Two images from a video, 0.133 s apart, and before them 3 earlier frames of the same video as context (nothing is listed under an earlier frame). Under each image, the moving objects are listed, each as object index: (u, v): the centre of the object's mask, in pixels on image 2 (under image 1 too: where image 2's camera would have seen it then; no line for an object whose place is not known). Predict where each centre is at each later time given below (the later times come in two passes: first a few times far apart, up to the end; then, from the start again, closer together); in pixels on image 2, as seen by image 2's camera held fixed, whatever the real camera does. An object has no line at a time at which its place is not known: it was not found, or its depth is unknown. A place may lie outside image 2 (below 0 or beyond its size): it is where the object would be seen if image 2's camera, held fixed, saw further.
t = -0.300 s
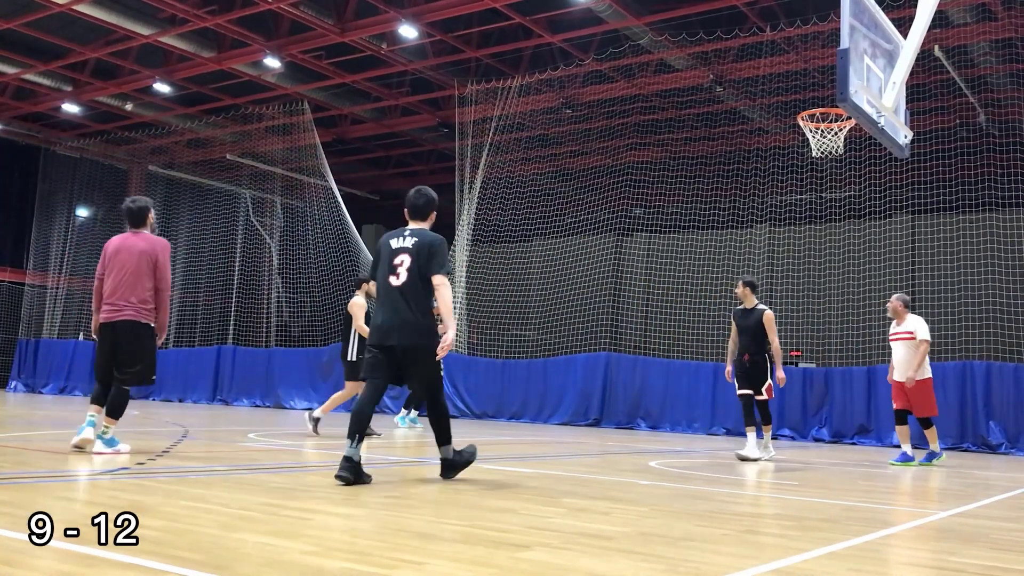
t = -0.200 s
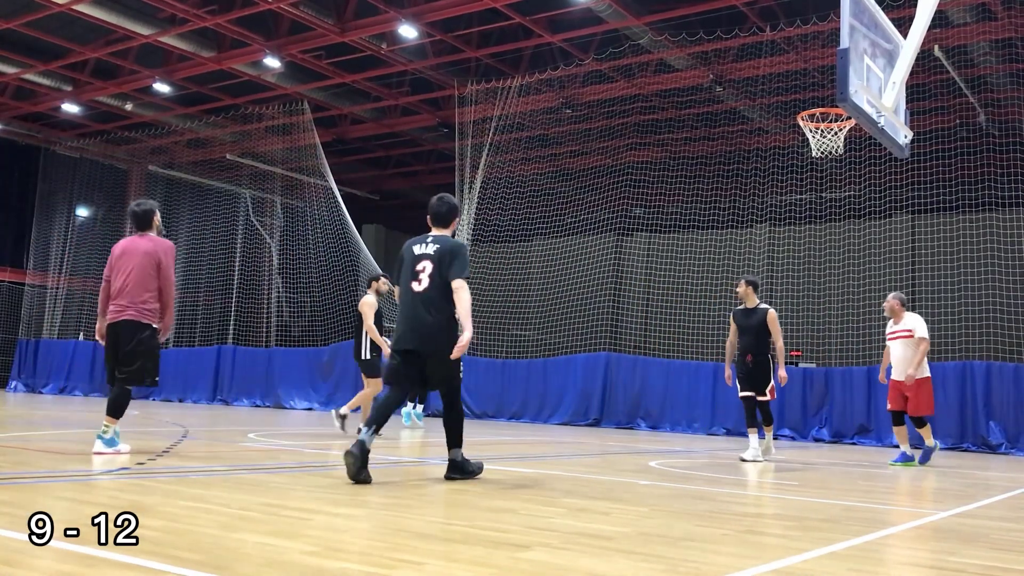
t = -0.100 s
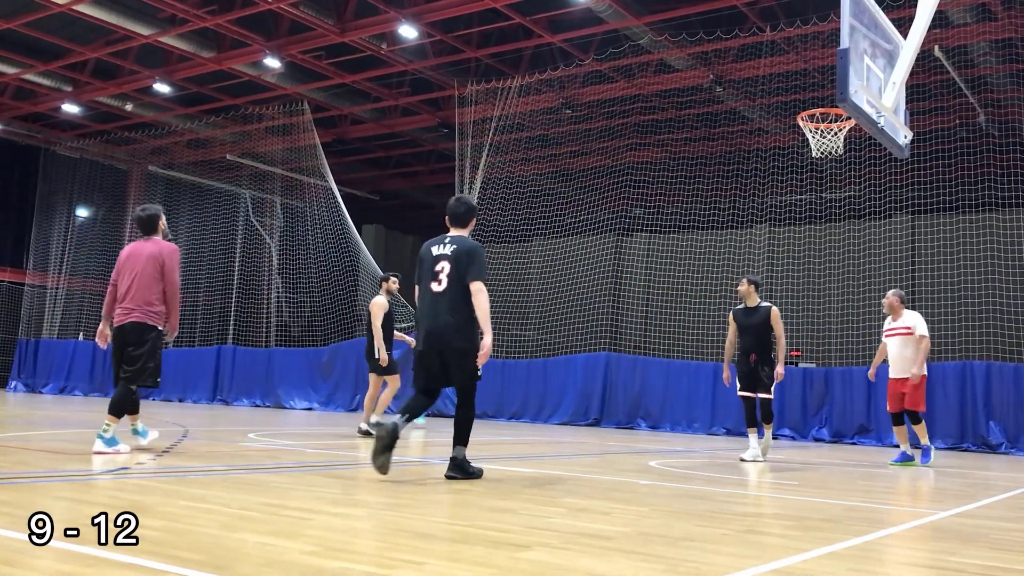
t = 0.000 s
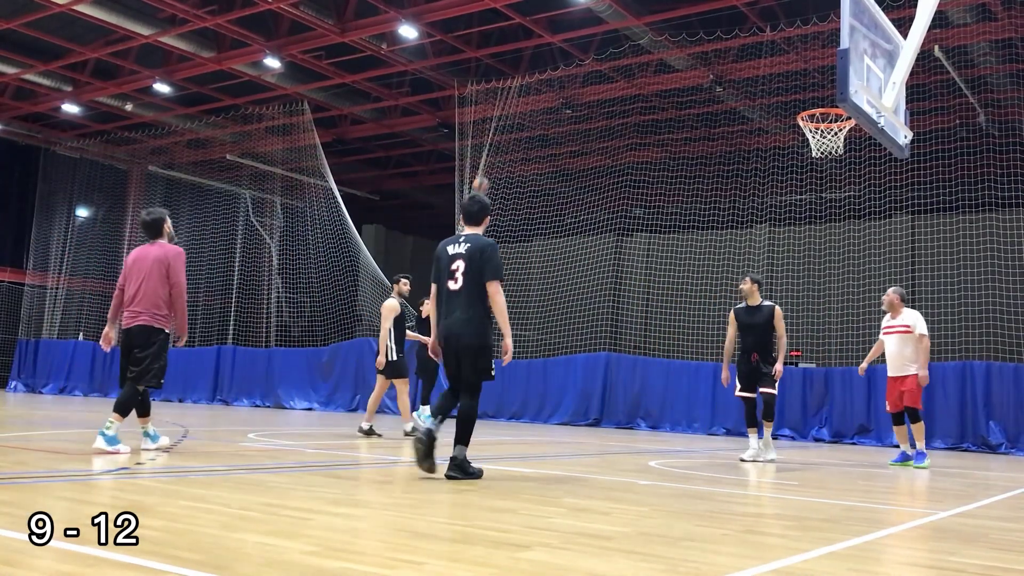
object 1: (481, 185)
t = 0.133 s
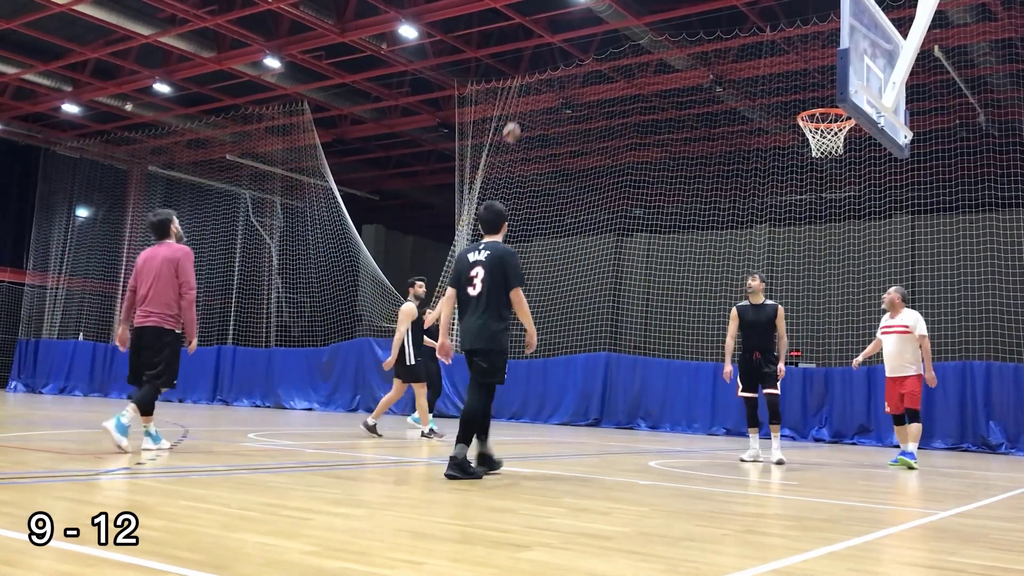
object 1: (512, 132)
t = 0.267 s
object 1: (545, 87)
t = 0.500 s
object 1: (608, 32)
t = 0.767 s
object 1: (691, 18)
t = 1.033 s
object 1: (790, 74)
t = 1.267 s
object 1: (835, 193)
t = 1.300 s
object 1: (834, 213)
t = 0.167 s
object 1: (520, 120)
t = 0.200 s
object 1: (528, 109)
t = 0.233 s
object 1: (536, 97)
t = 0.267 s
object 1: (545, 87)
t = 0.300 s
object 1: (554, 77)
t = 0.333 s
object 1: (562, 68)
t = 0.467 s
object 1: (598, 38)
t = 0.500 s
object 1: (608, 32)
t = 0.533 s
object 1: (617, 27)
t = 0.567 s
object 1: (628, 23)
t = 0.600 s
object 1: (637, 20)
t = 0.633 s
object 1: (647, 18)
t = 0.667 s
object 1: (657, 16)
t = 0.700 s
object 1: (668, 16)
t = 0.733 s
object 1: (679, 16)
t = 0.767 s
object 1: (691, 18)
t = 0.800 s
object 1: (702, 21)
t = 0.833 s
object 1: (714, 24)
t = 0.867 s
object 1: (726, 29)
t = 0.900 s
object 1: (738, 35)
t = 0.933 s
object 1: (750, 43)
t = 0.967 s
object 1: (763, 52)
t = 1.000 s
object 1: (777, 62)
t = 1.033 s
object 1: (790, 74)
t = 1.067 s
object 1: (805, 87)
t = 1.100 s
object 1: (820, 98)
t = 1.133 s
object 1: (833, 119)
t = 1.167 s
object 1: (835, 137)
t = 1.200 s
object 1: (836, 154)
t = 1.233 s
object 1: (835, 172)
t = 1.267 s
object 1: (835, 193)
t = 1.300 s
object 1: (834, 213)
